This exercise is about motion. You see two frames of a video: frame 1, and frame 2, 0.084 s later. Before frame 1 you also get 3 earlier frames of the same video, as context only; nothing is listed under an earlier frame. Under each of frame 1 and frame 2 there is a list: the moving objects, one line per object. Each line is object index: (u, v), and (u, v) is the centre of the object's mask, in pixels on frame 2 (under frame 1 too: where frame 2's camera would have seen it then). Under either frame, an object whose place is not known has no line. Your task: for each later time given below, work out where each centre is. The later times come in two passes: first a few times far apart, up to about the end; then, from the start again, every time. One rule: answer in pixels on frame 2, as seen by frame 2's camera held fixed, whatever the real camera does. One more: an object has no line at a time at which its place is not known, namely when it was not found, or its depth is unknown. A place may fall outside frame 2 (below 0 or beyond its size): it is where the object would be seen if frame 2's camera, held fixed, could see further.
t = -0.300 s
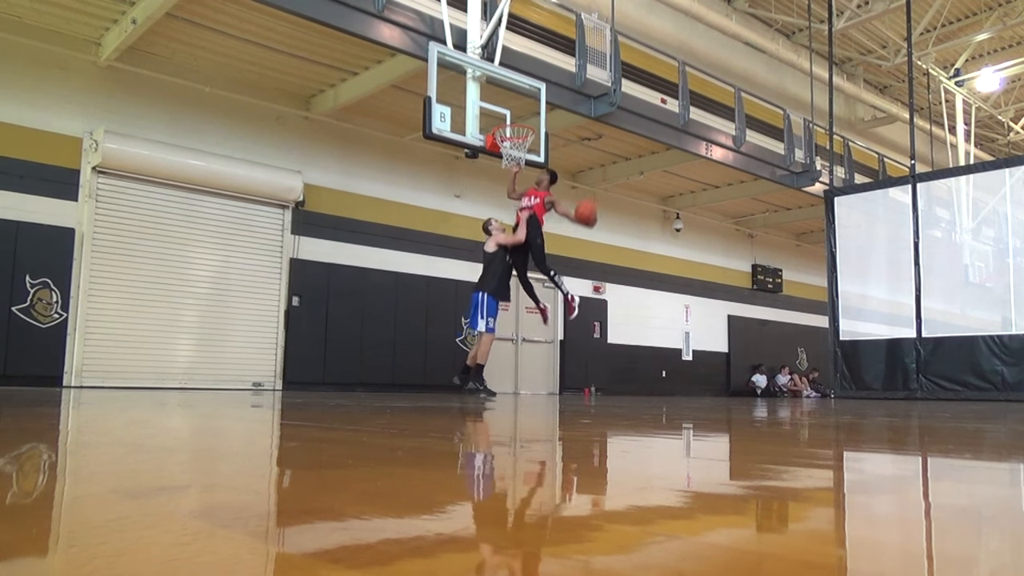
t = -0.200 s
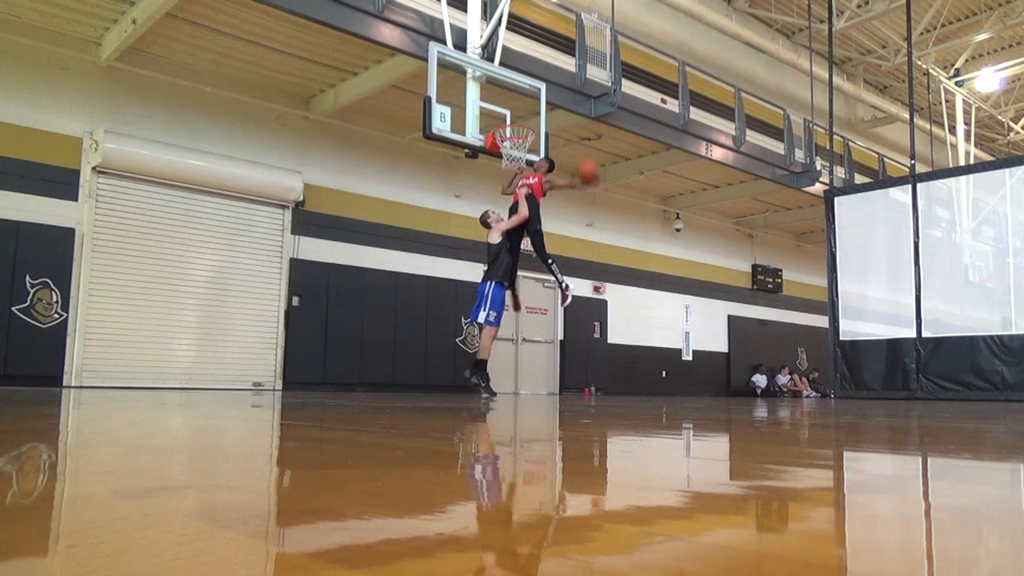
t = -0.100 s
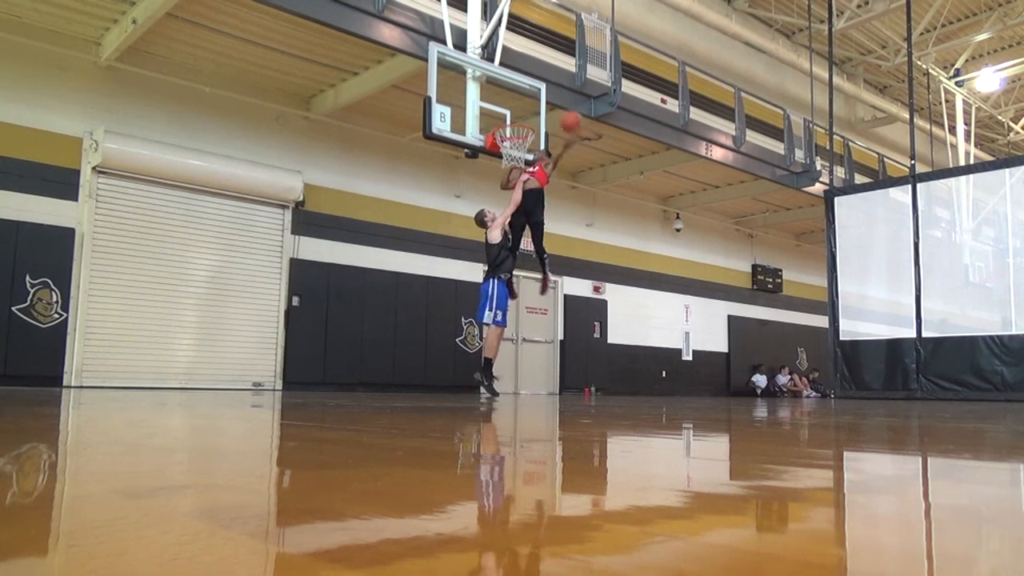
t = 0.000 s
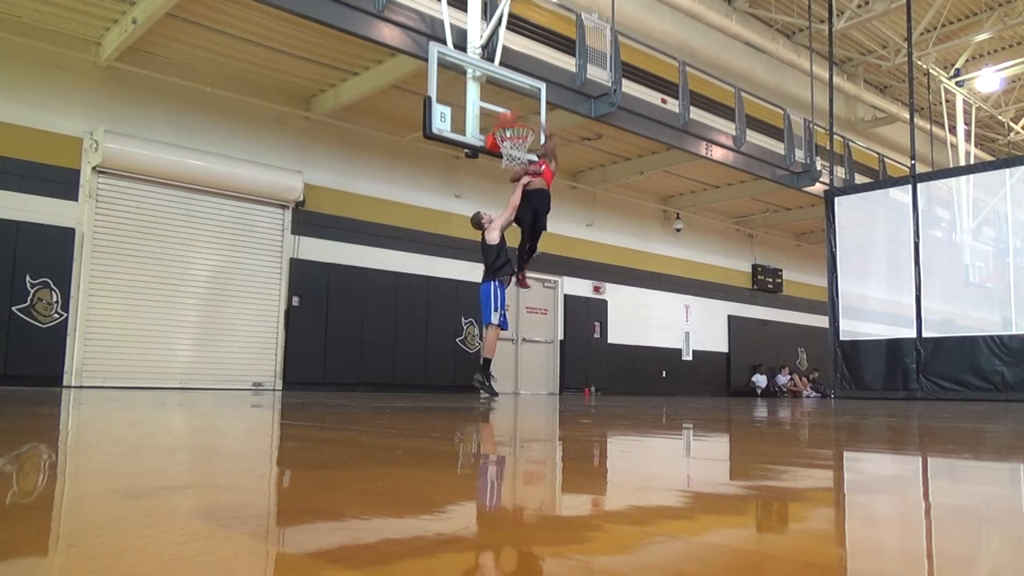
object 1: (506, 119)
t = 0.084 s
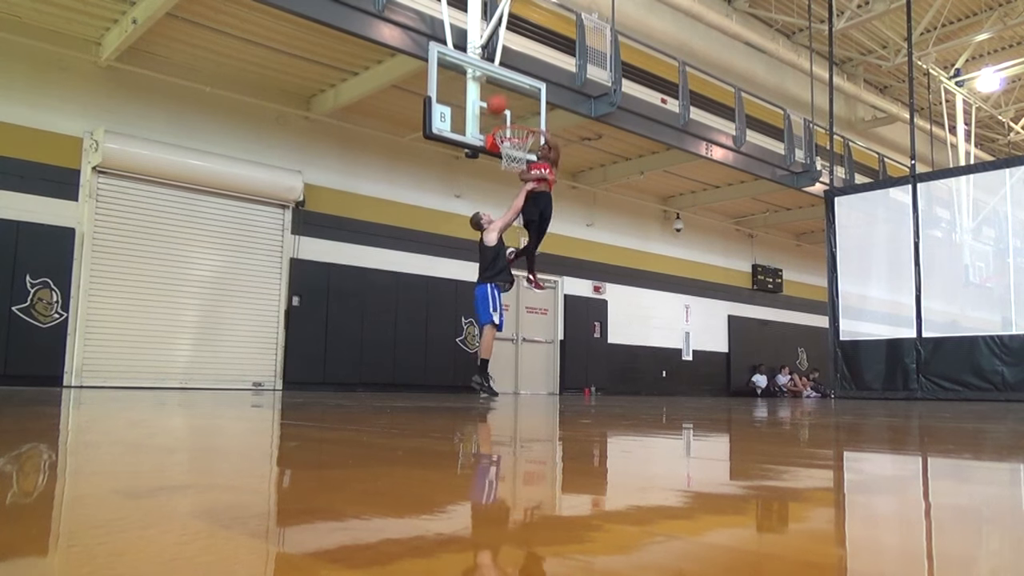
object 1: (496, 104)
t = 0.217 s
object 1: (508, 67)
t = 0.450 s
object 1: (527, 33)
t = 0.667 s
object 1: (548, 42)
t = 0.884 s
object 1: (571, 103)
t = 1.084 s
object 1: (599, 222)
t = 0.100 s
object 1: (498, 98)
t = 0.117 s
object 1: (499, 93)
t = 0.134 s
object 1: (500, 89)
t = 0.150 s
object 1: (502, 85)
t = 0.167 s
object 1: (503, 81)
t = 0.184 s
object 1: (505, 76)
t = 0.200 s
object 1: (506, 71)
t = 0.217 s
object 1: (508, 67)
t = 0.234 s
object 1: (509, 63)
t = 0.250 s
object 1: (510, 60)
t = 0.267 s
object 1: (511, 57)
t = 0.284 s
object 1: (513, 54)
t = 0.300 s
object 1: (514, 51)
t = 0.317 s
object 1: (516, 48)
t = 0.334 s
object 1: (517, 46)
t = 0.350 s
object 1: (518, 43)
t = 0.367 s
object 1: (520, 41)
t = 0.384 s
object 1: (521, 39)
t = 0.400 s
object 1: (523, 37)
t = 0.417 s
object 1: (524, 36)
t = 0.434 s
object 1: (526, 34)
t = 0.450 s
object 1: (527, 33)
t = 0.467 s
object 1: (529, 32)
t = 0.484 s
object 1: (530, 32)
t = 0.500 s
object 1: (532, 32)
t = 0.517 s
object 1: (533, 32)
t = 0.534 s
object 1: (535, 32)
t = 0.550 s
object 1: (536, 32)
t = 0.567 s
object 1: (538, 33)
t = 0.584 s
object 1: (540, 34)
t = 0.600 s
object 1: (541, 35)
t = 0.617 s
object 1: (543, 37)
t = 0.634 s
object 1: (545, 38)
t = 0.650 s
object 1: (546, 40)
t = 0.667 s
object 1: (548, 42)
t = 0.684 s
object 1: (549, 45)
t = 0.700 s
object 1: (551, 48)
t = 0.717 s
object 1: (553, 51)
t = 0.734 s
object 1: (555, 55)
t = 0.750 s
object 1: (557, 59)
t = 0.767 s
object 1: (558, 63)
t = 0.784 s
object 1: (560, 68)
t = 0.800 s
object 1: (562, 72)
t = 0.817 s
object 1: (564, 78)
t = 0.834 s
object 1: (566, 84)
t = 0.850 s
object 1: (568, 90)
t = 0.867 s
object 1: (570, 95)
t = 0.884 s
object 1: (571, 103)
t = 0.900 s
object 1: (574, 110)
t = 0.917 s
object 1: (576, 118)
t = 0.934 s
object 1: (578, 126)
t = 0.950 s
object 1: (580, 136)
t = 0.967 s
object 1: (582, 143)
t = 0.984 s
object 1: (585, 154)
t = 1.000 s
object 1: (586, 165)
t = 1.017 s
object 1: (588, 175)
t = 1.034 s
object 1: (591, 187)
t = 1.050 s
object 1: (594, 198)
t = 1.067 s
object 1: (596, 210)
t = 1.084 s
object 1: (599, 222)
